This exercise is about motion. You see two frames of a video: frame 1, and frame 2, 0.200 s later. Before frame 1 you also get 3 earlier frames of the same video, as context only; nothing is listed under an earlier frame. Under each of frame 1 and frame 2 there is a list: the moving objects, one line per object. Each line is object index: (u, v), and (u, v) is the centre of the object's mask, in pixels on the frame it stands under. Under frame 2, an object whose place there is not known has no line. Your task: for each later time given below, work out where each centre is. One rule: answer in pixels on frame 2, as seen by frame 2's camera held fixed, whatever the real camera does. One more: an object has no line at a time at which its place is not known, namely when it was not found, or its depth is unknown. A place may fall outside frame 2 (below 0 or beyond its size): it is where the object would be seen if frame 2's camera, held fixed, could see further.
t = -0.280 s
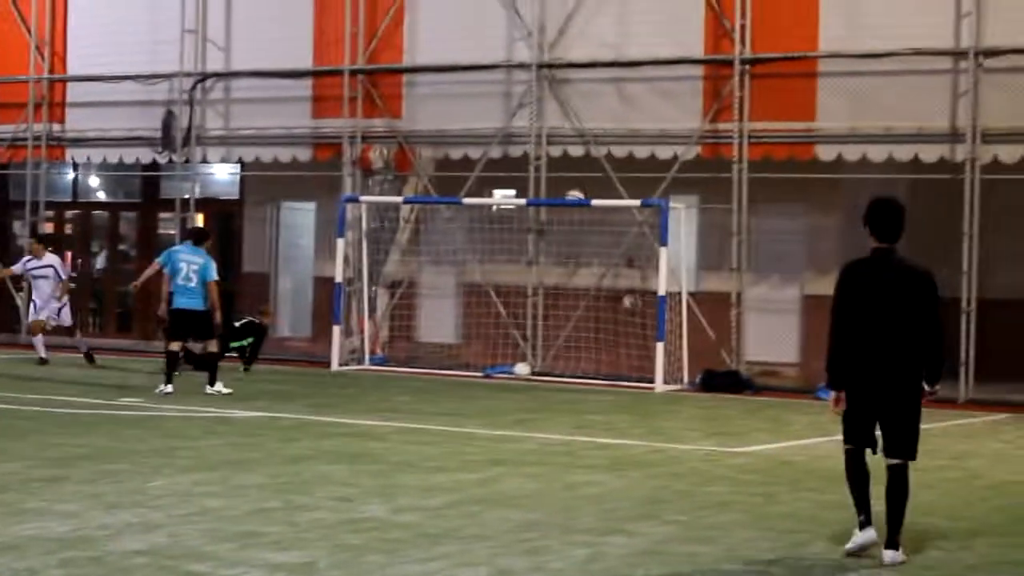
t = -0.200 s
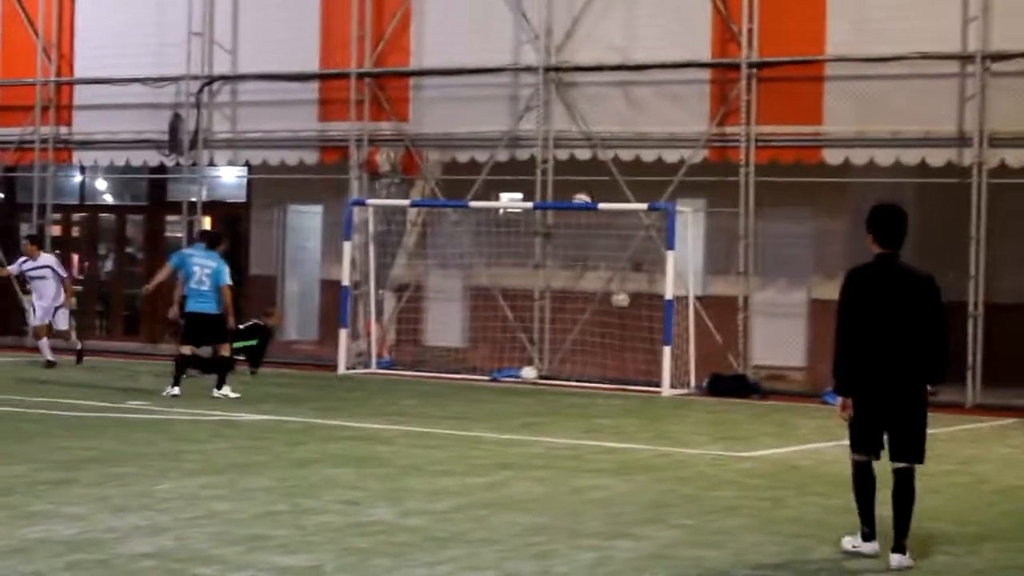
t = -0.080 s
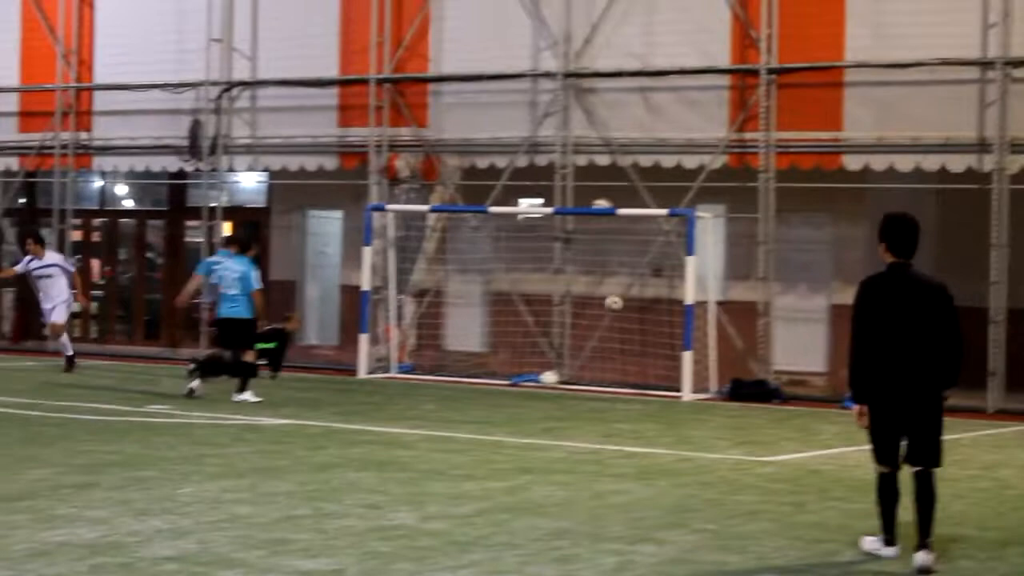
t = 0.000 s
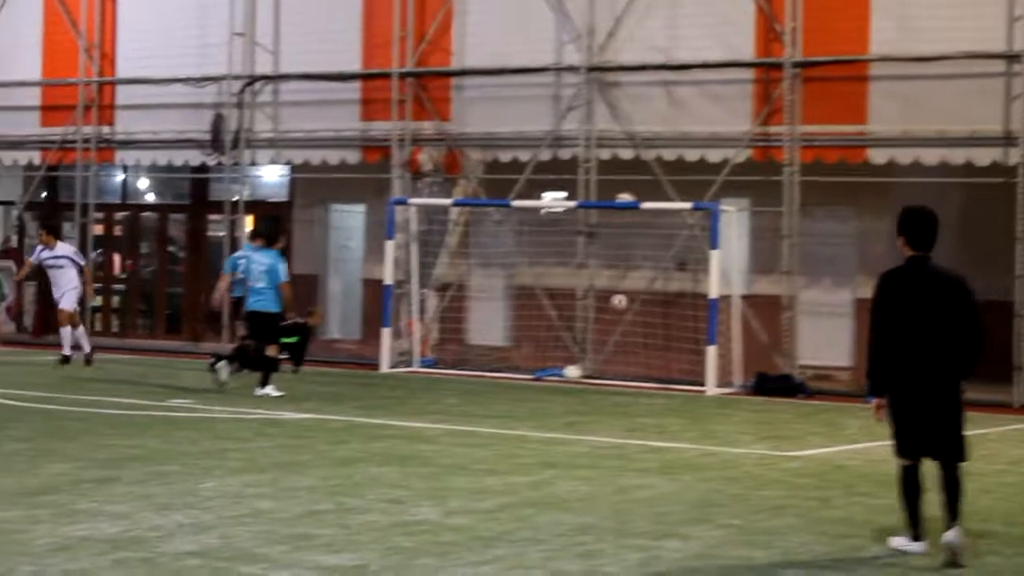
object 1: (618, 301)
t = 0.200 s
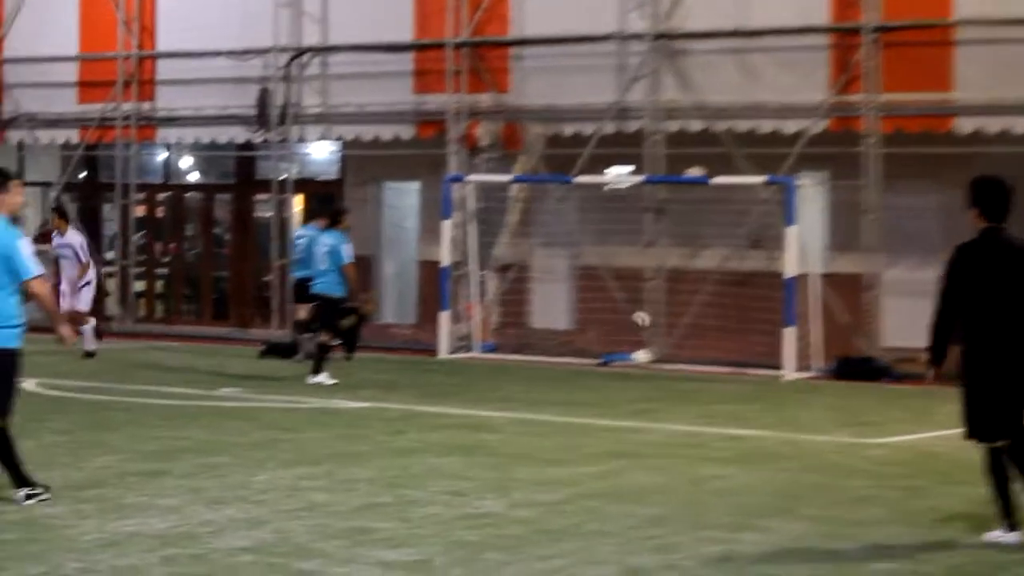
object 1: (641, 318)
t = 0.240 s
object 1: (635, 329)
